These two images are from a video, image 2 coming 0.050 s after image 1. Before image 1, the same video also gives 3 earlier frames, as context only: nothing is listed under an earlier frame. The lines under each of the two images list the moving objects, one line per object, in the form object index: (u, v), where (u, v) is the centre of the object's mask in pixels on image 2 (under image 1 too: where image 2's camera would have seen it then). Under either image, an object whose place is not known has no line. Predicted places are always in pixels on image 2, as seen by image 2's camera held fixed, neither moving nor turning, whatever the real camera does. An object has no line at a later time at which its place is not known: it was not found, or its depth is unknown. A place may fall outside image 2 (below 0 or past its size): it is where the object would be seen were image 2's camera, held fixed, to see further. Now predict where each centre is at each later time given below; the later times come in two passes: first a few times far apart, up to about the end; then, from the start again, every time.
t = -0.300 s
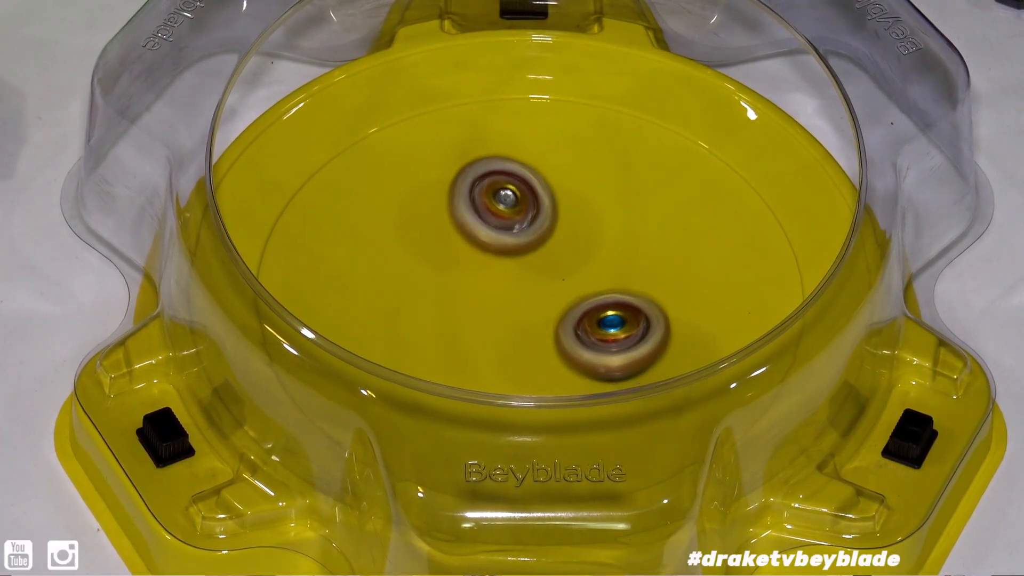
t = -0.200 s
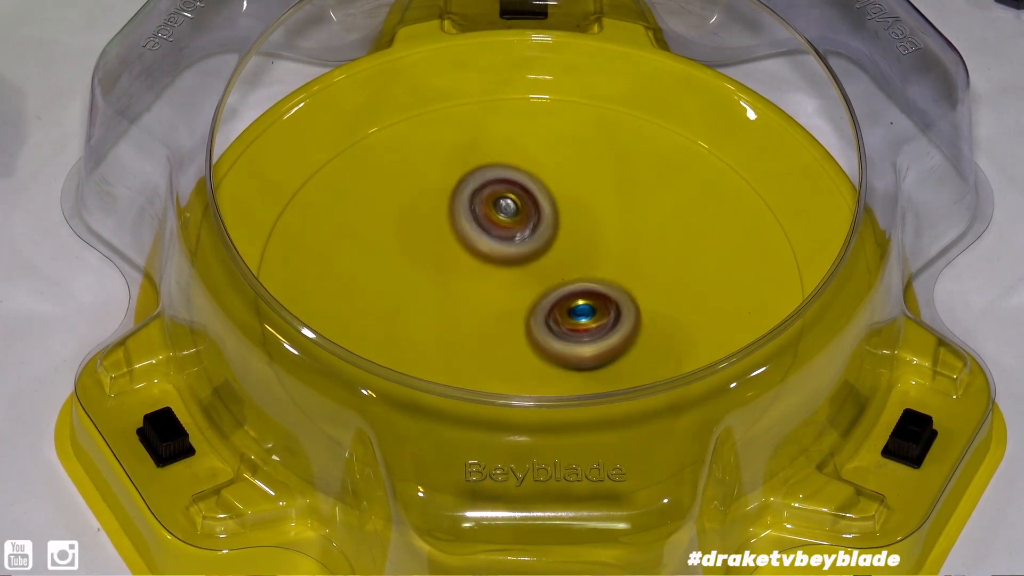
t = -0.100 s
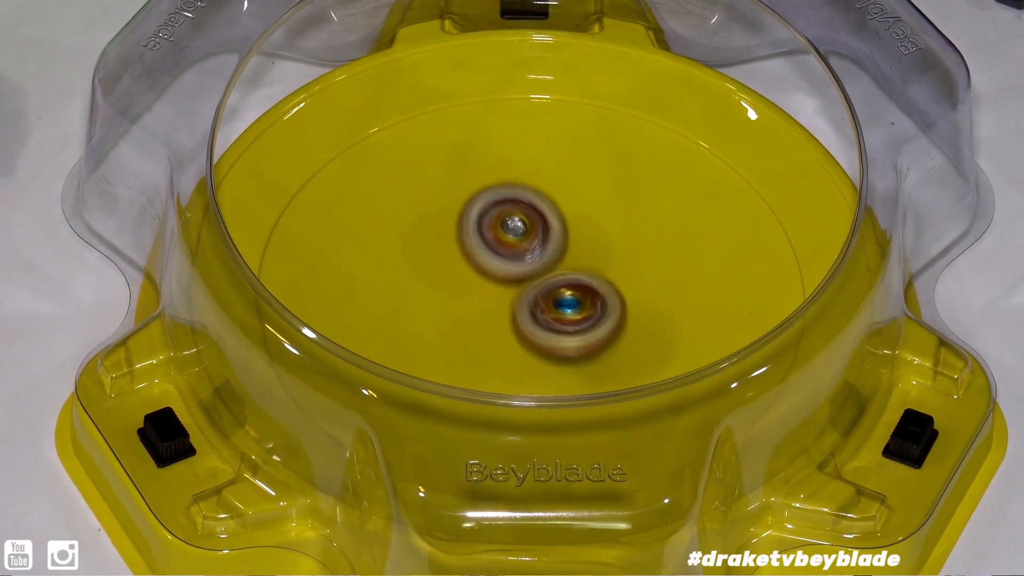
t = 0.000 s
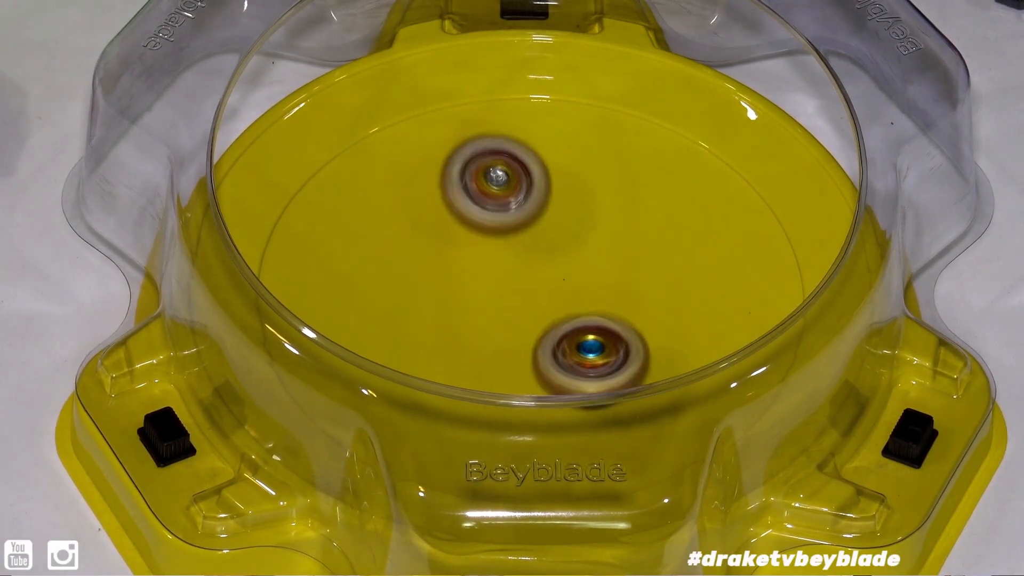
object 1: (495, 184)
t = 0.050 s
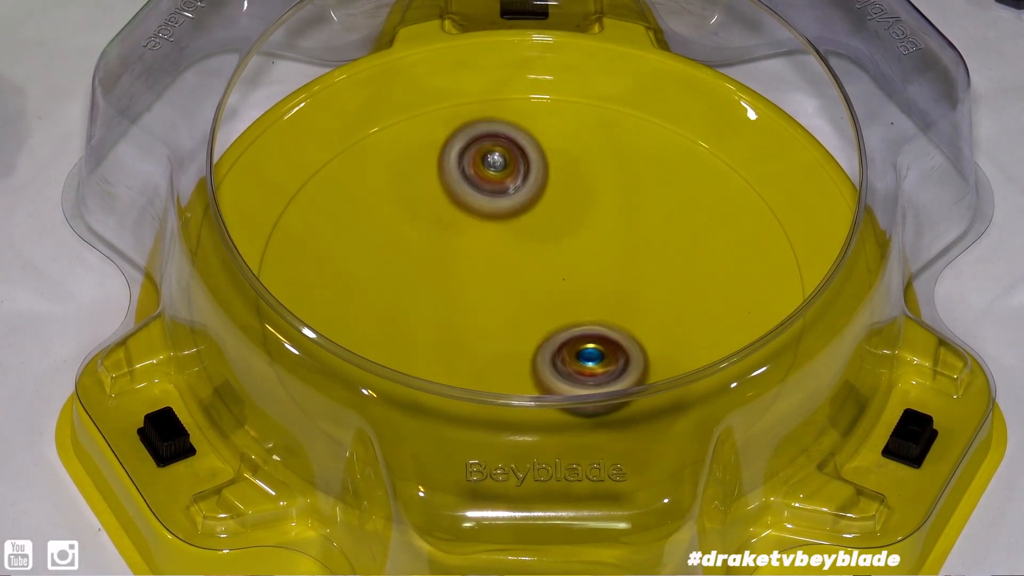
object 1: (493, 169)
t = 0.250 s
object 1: (506, 178)
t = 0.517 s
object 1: (593, 231)
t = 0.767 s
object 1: (654, 234)
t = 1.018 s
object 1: (636, 300)
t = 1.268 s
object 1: (651, 344)
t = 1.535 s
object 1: (541, 358)
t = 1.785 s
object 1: (470, 349)
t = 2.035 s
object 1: (407, 336)
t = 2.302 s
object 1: (466, 314)
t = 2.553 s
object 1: (425, 291)
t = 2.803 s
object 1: (466, 251)
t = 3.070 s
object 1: (535, 215)
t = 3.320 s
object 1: (573, 237)
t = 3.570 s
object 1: (612, 253)
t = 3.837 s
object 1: (597, 324)
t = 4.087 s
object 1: (638, 355)
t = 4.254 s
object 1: (614, 354)
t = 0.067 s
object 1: (493, 165)
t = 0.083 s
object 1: (493, 162)
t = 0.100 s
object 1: (493, 160)
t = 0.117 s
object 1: (494, 159)
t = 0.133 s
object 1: (495, 159)
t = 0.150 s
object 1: (496, 159)
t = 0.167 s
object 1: (497, 161)
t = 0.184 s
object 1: (498, 163)
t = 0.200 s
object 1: (500, 166)
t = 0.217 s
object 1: (502, 169)
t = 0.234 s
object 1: (504, 173)
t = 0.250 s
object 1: (506, 178)
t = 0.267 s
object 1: (509, 183)
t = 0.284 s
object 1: (511, 189)
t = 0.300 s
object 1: (515, 196)
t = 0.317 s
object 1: (518, 203)
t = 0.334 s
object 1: (522, 210)
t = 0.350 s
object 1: (526, 218)
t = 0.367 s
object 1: (530, 226)
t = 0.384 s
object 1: (535, 234)
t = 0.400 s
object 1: (540, 242)
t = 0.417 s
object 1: (546, 247)
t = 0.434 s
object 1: (553, 246)
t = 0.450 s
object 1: (562, 241)
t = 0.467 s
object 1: (570, 239)
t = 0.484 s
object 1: (578, 235)
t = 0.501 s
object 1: (586, 233)
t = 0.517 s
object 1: (593, 231)
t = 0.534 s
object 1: (600, 228)
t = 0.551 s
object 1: (607, 226)
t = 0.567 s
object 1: (613, 226)
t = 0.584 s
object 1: (619, 224)
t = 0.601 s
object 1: (625, 224)
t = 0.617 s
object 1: (630, 223)
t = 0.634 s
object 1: (635, 223)
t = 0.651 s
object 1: (640, 223)
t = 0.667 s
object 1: (644, 223)
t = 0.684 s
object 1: (647, 224)
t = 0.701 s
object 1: (650, 225)
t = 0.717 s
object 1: (652, 227)
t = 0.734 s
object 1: (653, 229)
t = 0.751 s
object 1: (654, 231)
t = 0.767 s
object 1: (654, 234)
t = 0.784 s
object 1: (654, 237)
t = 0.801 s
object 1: (653, 239)
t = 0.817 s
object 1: (651, 243)
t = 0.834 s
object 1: (649, 247)
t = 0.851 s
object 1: (646, 250)
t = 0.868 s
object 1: (643, 255)
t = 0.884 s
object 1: (639, 259)
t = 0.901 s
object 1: (634, 263)
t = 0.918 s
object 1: (630, 269)
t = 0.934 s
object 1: (625, 273)
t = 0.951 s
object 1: (620, 278)
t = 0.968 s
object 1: (617, 282)
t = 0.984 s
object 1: (622, 286)
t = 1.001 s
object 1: (629, 292)
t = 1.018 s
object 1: (636, 300)
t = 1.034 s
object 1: (642, 306)
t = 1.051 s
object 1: (647, 312)
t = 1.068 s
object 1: (651, 317)
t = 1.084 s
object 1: (655, 322)
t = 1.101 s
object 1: (658, 327)
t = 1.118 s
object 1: (661, 331)
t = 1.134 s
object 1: (662, 333)
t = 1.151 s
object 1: (663, 336)
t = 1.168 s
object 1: (664, 337)
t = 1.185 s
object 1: (663, 340)
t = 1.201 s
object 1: (662, 340)
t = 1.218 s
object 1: (660, 342)
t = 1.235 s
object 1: (658, 343)
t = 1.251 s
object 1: (654, 344)
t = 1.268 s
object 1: (651, 344)
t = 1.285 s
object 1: (647, 345)
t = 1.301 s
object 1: (642, 345)
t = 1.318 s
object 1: (637, 345)
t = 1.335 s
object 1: (631, 344)
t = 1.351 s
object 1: (625, 343)
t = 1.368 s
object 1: (618, 343)
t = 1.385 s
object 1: (611, 340)
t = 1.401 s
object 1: (604, 337)
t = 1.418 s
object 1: (596, 335)
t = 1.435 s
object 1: (588, 334)
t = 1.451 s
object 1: (580, 338)
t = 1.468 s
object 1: (572, 344)
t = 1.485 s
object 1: (564, 349)
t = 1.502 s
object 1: (556, 353)
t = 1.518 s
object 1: (549, 356)
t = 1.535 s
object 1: (541, 358)
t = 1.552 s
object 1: (534, 360)
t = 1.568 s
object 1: (527, 360)
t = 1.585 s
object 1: (521, 362)
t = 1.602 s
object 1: (513, 368)
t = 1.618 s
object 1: (507, 368)
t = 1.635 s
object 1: (505, 363)
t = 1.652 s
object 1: (500, 362)
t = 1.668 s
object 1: (492, 367)
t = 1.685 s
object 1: (490, 360)
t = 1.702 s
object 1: (486, 360)
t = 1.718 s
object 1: (482, 357)
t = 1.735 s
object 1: (478, 355)
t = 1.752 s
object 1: (475, 355)
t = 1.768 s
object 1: (472, 351)
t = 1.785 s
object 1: (470, 349)
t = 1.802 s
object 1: (470, 345)
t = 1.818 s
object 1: (469, 336)
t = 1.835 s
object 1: (470, 331)
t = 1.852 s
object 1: (470, 330)
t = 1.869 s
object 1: (470, 325)
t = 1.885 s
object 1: (467, 323)
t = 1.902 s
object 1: (457, 324)
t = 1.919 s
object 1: (449, 328)
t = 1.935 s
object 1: (440, 331)
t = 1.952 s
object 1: (432, 332)
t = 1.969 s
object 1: (425, 335)
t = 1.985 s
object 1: (418, 335)
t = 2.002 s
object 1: (413, 336)
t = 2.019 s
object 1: (409, 336)
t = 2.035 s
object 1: (407, 336)
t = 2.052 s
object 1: (405, 337)
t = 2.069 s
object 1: (404, 337)
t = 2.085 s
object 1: (404, 337)
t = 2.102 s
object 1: (405, 337)
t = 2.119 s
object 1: (406, 335)
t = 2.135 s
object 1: (408, 336)
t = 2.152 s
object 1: (411, 335)
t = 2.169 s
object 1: (415, 334)
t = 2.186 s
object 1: (420, 334)
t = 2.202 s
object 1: (424, 333)
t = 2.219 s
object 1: (430, 330)
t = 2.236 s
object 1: (436, 329)
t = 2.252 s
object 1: (443, 325)
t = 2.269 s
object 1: (450, 323)
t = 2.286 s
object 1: (457, 318)
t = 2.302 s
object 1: (466, 314)
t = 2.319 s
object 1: (474, 313)
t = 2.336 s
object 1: (483, 308)
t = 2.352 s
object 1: (491, 304)
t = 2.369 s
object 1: (498, 301)
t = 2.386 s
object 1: (493, 292)
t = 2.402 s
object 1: (484, 290)
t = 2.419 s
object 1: (474, 290)
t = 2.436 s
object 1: (464, 295)
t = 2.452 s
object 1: (456, 298)
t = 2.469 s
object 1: (449, 293)
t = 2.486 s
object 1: (443, 292)
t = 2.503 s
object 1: (437, 295)
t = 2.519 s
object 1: (432, 294)
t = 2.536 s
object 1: (428, 292)
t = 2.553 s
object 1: (425, 291)
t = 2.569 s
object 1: (423, 288)
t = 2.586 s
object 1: (421, 286)
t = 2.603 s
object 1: (420, 283)
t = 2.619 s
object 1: (421, 281)
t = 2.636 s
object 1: (421, 277)
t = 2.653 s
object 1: (422, 275)
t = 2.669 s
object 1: (426, 272)
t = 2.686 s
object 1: (428, 269)
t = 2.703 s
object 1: (432, 266)
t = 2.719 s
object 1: (436, 264)
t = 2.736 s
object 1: (441, 260)
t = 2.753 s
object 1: (446, 258)
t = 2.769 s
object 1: (452, 256)
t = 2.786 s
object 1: (459, 253)
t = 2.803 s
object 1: (466, 251)
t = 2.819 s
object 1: (473, 247)
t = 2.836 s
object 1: (480, 246)
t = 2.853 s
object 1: (489, 244)
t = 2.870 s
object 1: (497, 242)
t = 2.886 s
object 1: (505, 241)
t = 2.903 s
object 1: (513, 239)
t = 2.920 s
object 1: (521, 237)
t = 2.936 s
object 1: (528, 234)
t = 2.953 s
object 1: (530, 231)
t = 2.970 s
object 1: (532, 226)
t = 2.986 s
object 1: (533, 226)
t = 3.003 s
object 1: (534, 222)
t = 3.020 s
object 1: (534, 221)
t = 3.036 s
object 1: (534, 217)
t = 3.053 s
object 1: (534, 216)
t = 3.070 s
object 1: (535, 215)
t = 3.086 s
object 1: (537, 212)
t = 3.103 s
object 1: (539, 212)
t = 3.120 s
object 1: (541, 211)
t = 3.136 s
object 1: (543, 211)
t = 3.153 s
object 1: (545, 213)
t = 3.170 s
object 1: (547, 214)
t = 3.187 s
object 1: (550, 216)
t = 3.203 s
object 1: (552, 217)
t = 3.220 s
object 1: (555, 221)
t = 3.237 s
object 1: (558, 223)
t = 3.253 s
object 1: (561, 225)
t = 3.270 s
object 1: (564, 229)
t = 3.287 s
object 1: (567, 231)
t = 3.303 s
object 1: (569, 234)
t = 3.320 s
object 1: (573, 237)
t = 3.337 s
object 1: (575, 237)
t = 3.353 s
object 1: (578, 238)
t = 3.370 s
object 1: (581, 236)
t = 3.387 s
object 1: (584, 235)
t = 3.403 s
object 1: (586, 234)
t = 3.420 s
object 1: (590, 234)
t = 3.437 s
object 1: (593, 235)
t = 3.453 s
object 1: (596, 235)
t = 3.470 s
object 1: (599, 237)
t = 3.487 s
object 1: (601, 239)
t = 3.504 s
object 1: (604, 241)
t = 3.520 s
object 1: (606, 243)
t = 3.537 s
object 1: (608, 246)
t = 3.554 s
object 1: (611, 250)
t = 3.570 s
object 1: (612, 253)
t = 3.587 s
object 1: (612, 257)
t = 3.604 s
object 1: (613, 261)
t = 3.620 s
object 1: (614, 265)
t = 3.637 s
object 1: (615, 270)
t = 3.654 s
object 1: (615, 275)
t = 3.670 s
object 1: (614, 280)
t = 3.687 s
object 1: (614, 285)
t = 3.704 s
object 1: (614, 291)
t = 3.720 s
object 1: (613, 295)
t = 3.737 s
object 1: (612, 300)
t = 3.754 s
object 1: (610, 305)
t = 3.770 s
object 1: (608, 308)
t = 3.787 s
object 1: (606, 314)
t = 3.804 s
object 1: (604, 316)
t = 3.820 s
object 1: (601, 319)
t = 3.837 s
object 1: (597, 324)
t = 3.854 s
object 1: (594, 325)
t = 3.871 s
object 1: (590, 329)
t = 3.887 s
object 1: (586, 329)
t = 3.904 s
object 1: (583, 330)
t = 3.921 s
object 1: (590, 336)
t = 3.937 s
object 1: (598, 338)
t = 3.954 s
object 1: (606, 345)
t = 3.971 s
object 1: (613, 346)
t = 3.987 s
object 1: (619, 348)
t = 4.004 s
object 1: (624, 350)
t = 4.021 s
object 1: (628, 351)
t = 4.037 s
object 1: (632, 352)
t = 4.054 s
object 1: (635, 353)
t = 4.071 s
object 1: (637, 357)
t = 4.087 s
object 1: (638, 355)
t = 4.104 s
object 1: (639, 355)
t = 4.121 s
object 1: (639, 355)
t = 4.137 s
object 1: (638, 356)
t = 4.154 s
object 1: (636, 356)
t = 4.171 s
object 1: (634, 357)
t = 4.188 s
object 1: (632, 356)
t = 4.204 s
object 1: (627, 357)
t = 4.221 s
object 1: (624, 356)
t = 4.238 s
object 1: (618, 355)
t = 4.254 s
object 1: (614, 354)
